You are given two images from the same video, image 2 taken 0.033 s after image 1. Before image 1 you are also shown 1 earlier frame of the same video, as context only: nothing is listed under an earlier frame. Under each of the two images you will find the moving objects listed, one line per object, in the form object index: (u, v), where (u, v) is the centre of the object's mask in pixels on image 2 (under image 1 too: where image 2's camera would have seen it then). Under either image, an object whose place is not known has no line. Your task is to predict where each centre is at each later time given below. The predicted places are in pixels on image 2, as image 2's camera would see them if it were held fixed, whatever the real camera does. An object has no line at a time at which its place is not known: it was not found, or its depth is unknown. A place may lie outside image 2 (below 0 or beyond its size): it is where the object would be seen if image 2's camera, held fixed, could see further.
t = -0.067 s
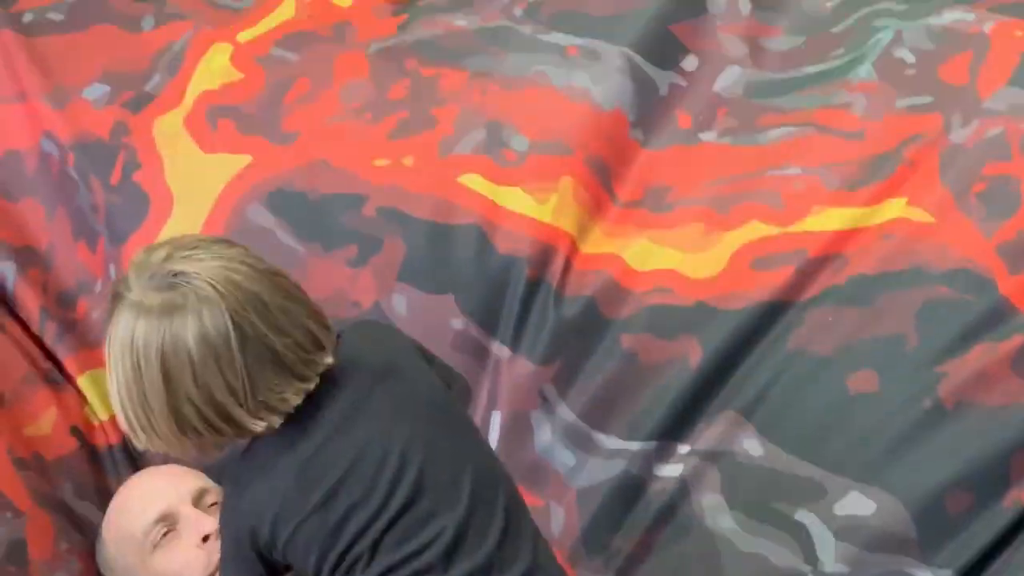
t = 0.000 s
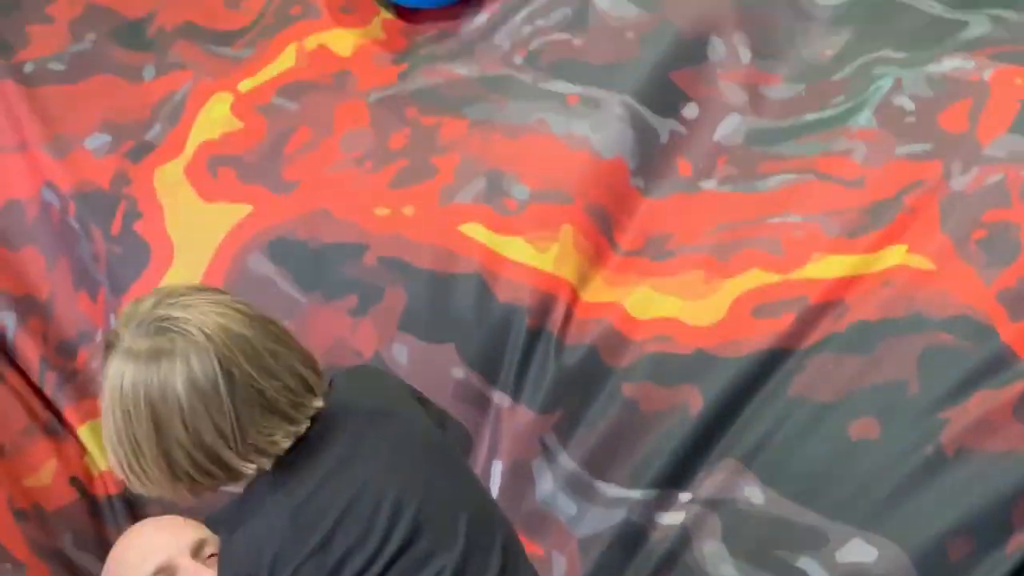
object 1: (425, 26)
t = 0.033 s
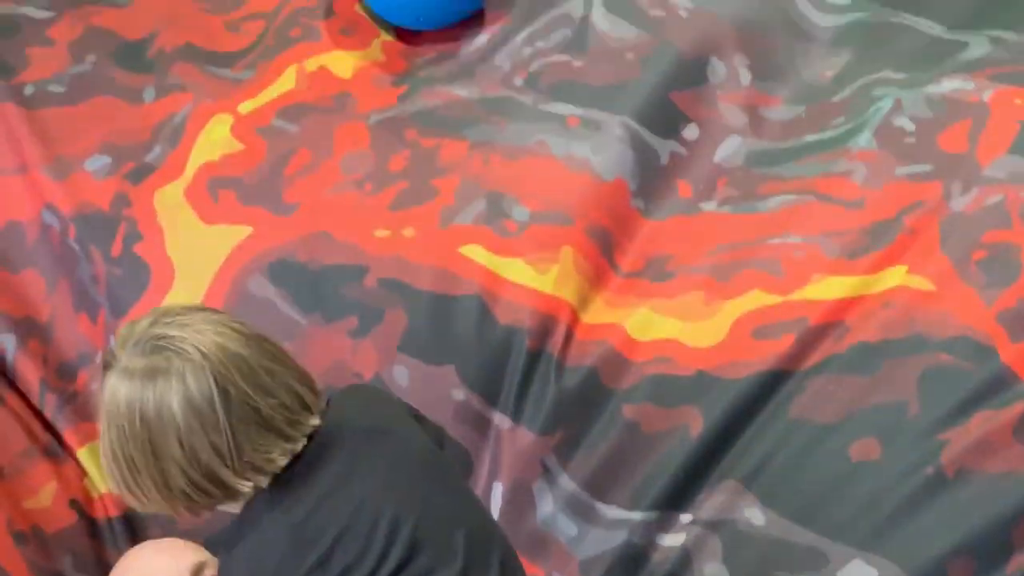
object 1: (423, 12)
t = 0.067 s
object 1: (421, -1)
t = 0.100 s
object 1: (419, -17)
